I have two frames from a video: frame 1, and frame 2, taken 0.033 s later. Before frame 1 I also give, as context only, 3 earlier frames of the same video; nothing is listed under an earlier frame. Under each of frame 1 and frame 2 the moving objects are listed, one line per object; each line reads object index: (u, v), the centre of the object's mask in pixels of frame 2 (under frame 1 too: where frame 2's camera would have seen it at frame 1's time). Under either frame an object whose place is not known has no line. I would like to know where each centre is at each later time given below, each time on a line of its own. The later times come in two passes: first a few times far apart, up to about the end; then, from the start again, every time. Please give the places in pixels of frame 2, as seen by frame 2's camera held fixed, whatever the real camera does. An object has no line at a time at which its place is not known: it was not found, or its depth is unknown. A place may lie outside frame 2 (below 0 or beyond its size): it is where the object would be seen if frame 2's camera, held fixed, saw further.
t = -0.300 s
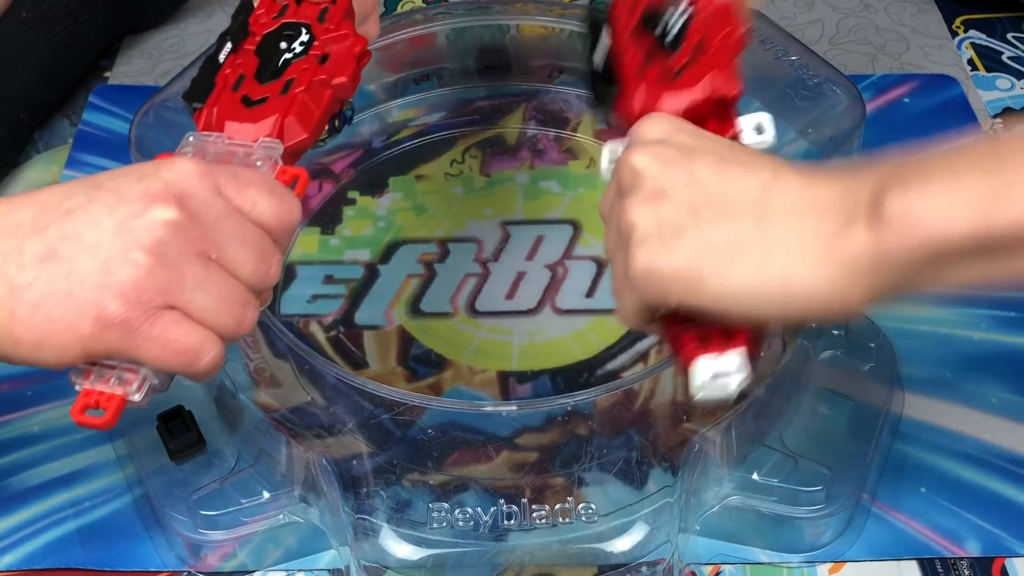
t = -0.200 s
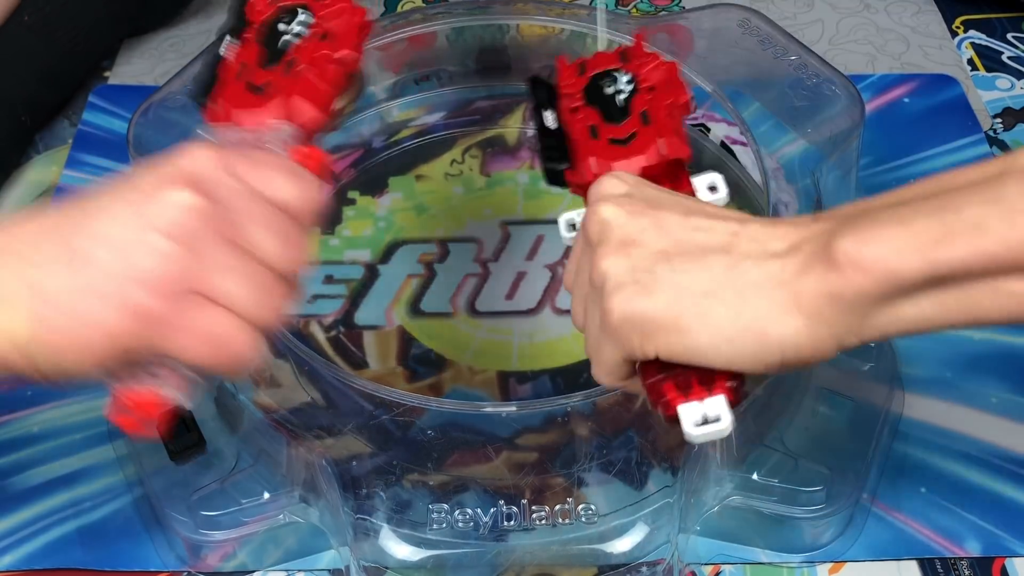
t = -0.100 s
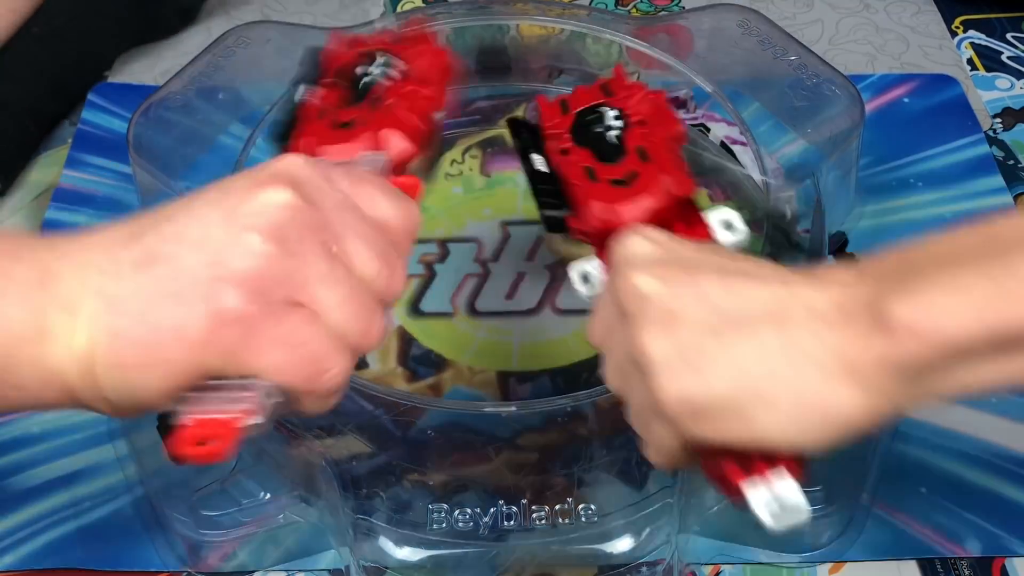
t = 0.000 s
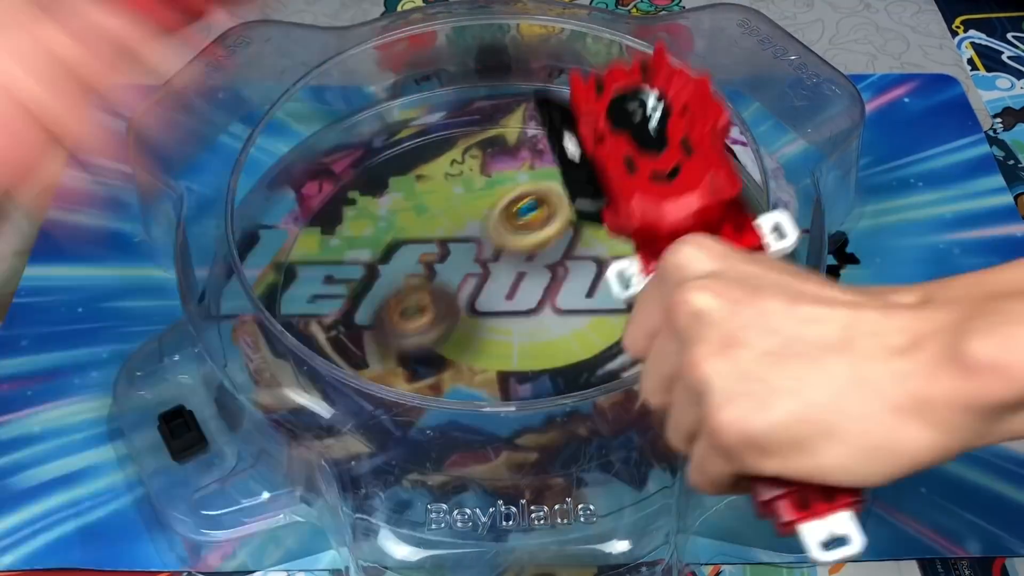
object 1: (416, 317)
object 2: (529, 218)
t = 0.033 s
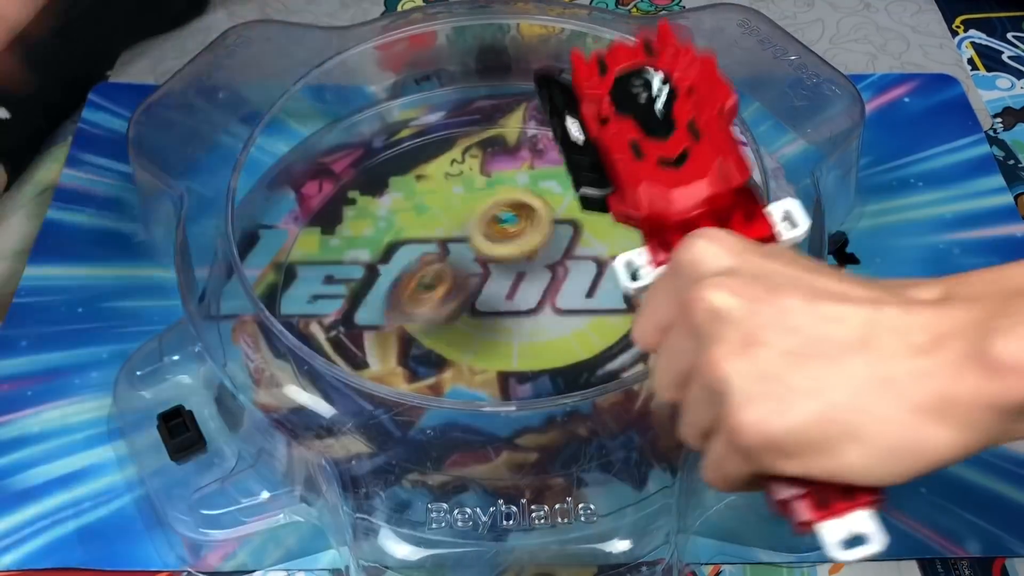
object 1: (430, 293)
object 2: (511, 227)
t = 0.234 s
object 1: (577, 299)
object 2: (411, 200)
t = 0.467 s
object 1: (631, 292)
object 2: (430, 176)
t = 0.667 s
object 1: (561, 275)
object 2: (528, 203)
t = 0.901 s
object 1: (550, 371)
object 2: (514, 110)
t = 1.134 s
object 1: (475, 310)
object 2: (517, 216)
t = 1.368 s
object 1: (356, 319)
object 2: (513, 221)
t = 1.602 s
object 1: (345, 246)
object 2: (465, 237)
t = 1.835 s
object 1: (394, 218)
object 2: (486, 251)
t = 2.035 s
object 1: (468, 221)
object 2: (489, 312)
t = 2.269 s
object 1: (547, 277)
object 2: (427, 349)
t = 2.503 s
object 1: (508, 349)
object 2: (368, 308)
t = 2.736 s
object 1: (425, 330)
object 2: (423, 252)
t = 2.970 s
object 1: (445, 318)
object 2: (580, 230)
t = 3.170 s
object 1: (502, 283)
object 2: (645, 319)
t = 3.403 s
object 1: (557, 282)
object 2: (513, 422)
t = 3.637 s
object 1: (551, 318)
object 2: (379, 296)
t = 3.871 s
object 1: (496, 316)
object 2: (527, 162)
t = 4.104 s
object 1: (486, 280)
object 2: (711, 223)
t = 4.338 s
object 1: (532, 252)
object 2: (575, 393)
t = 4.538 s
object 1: (558, 261)
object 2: (389, 309)
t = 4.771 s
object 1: (541, 288)
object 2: (445, 139)
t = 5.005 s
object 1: (501, 285)
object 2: (637, 153)
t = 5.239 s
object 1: (484, 256)
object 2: (613, 331)
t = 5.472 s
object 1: (500, 244)
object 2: (378, 341)
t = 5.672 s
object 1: (514, 256)
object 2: (329, 204)
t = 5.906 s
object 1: (503, 280)
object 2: (490, 149)
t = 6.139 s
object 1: (475, 290)
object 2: (613, 271)
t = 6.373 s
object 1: (471, 282)
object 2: (503, 397)
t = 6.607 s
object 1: (490, 277)
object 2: (364, 333)
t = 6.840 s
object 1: (505, 288)
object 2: (446, 224)
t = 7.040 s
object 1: (508, 300)
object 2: (584, 231)
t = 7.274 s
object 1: (508, 301)
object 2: (624, 333)
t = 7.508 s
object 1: (512, 291)
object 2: (481, 358)
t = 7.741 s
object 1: (538, 253)
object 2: (428, 265)
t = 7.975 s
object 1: (564, 262)
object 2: (512, 195)
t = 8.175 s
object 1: (567, 332)
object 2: (579, 181)
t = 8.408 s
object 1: (516, 336)
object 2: (584, 239)
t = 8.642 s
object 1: (400, 371)
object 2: (536, 227)
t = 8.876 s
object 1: (339, 319)
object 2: (502, 212)
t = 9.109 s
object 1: (405, 280)
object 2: (486, 225)
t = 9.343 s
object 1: (424, 331)
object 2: (521, 219)
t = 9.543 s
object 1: (461, 349)
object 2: (516, 269)
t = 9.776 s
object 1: (477, 366)
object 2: (525, 246)
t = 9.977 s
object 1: (509, 345)
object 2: (524, 261)
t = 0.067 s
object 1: (449, 273)
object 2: (495, 221)
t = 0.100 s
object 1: (469, 264)
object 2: (476, 218)
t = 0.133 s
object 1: (494, 268)
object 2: (458, 224)
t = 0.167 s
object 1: (525, 277)
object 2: (441, 217)
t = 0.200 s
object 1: (556, 298)
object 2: (424, 209)
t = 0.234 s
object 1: (577, 299)
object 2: (411, 200)
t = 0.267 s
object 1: (598, 290)
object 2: (403, 192)
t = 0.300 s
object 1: (617, 298)
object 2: (398, 186)
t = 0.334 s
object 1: (627, 297)
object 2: (397, 181)
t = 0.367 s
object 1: (633, 293)
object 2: (401, 178)
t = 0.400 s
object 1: (637, 298)
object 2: (407, 176)
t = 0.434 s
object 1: (636, 293)
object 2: (417, 175)
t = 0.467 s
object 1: (631, 292)
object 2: (430, 176)
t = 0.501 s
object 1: (624, 292)
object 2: (445, 178)
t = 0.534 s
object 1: (613, 286)
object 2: (462, 182)
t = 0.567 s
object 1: (602, 285)
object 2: (480, 187)
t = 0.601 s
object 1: (586, 282)
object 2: (497, 192)
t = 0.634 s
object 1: (573, 279)
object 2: (513, 198)
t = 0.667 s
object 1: (561, 275)
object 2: (528, 203)
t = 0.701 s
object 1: (563, 300)
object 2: (527, 185)
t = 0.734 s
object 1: (566, 318)
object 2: (522, 167)
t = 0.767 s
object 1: (568, 342)
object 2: (518, 149)
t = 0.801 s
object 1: (567, 352)
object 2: (514, 134)
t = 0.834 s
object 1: (564, 363)
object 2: (513, 121)
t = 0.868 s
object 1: (557, 368)
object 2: (513, 112)
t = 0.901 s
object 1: (550, 371)
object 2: (514, 110)
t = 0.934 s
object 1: (540, 372)
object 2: (515, 117)
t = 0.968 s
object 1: (529, 370)
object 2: (517, 127)
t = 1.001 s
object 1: (517, 366)
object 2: (518, 141)
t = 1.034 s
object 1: (505, 359)
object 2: (520, 157)
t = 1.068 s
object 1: (492, 345)
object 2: (520, 176)
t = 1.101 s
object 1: (483, 328)
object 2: (520, 194)
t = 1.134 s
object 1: (475, 310)
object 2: (517, 216)
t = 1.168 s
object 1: (463, 293)
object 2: (517, 230)
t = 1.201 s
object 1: (436, 305)
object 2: (522, 225)
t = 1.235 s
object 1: (416, 321)
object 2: (526, 221)
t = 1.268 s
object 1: (394, 320)
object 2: (527, 219)
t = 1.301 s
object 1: (377, 328)
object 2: (525, 218)
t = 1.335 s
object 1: (365, 327)
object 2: (520, 219)
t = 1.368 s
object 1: (356, 319)
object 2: (513, 221)
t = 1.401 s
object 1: (349, 315)
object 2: (504, 225)
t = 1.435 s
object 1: (347, 300)
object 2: (493, 229)
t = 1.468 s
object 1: (349, 291)
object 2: (481, 233)
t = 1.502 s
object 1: (354, 273)
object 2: (467, 238)
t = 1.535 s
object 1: (362, 260)
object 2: (456, 242)
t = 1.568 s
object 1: (354, 248)
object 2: (459, 237)
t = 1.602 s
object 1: (345, 246)
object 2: (465, 237)
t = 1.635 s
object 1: (342, 238)
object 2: (471, 234)
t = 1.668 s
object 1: (343, 231)
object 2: (477, 234)
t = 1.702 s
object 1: (347, 229)
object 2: (482, 236)
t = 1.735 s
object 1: (355, 223)
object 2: (486, 238)
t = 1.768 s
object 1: (364, 222)
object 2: (487, 242)
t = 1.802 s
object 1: (377, 219)
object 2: (487, 246)
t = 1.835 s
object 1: (394, 218)
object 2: (486, 251)
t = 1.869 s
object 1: (409, 217)
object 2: (484, 258)
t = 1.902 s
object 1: (417, 214)
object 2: (488, 269)
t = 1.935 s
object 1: (427, 213)
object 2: (491, 280)
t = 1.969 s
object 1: (439, 214)
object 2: (493, 292)
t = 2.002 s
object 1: (452, 216)
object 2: (492, 302)
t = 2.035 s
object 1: (468, 221)
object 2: (489, 312)
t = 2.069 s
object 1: (481, 225)
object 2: (484, 322)
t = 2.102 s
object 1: (496, 231)
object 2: (478, 331)
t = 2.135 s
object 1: (509, 238)
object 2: (470, 338)
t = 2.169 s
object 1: (520, 246)
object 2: (461, 343)
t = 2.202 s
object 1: (532, 256)
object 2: (451, 347)
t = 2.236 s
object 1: (541, 267)
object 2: (439, 349)
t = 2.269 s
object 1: (547, 277)
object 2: (427, 349)
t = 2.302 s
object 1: (550, 288)
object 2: (415, 348)
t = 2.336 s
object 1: (551, 300)
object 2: (404, 344)
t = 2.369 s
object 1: (548, 311)
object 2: (394, 340)
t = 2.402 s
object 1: (543, 322)
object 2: (385, 333)
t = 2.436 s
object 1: (534, 333)
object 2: (378, 326)
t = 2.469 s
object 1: (522, 342)
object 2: (372, 317)
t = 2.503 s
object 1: (508, 349)
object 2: (368, 308)
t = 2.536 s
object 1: (494, 354)
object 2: (366, 297)
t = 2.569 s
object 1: (480, 355)
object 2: (367, 288)
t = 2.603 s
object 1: (466, 355)
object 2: (372, 277)
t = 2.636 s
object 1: (453, 352)
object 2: (380, 268)
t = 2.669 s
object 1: (441, 347)
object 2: (391, 261)
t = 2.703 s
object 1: (432, 340)
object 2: (405, 255)
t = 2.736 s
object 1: (425, 330)
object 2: (423, 252)
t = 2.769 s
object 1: (422, 327)
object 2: (443, 247)
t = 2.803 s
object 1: (421, 328)
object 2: (464, 237)
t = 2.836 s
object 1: (422, 328)
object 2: (486, 229)
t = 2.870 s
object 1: (425, 328)
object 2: (509, 224)
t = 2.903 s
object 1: (430, 325)
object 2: (534, 223)
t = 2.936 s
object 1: (436, 323)
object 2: (557, 225)
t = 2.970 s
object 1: (445, 318)
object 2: (580, 230)
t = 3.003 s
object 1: (454, 312)
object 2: (599, 238)
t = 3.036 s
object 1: (464, 305)
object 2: (616, 249)
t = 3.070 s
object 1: (475, 299)
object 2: (631, 265)
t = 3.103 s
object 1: (484, 293)
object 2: (640, 280)
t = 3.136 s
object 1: (494, 288)
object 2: (644, 299)
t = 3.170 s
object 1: (502, 283)
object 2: (645, 319)
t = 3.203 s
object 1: (514, 278)
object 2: (636, 337)
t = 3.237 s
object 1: (522, 275)
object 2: (629, 359)
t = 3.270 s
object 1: (529, 273)
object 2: (613, 378)
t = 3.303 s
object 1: (537, 274)
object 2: (595, 399)
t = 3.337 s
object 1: (544, 276)
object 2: (572, 409)
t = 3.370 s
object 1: (551, 278)
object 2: (543, 417)
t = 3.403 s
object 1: (557, 282)
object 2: (513, 422)
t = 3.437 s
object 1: (561, 287)
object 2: (480, 417)
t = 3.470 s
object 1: (564, 293)
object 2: (451, 408)
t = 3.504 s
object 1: (564, 299)
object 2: (424, 391)
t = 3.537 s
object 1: (564, 305)
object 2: (406, 363)
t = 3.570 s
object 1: (561, 310)
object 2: (388, 347)
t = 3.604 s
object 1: (557, 315)
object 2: (379, 322)
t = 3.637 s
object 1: (551, 318)
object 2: (379, 296)
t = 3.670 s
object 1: (544, 321)
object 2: (386, 270)
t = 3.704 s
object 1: (536, 323)
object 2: (399, 245)
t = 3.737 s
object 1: (527, 324)
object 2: (418, 223)
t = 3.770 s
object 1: (519, 323)
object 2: (440, 204)
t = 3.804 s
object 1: (510, 322)
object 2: (466, 185)
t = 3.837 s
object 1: (502, 320)
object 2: (497, 173)
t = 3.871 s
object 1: (496, 316)
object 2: (527, 162)
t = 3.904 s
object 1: (490, 312)
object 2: (560, 157)
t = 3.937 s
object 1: (485, 307)
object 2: (593, 154)
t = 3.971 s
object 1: (482, 302)
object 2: (625, 158)
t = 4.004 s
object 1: (481, 296)
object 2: (656, 165)
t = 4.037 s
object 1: (481, 291)
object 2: (682, 177)
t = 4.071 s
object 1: (483, 285)
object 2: (703, 196)
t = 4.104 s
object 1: (486, 280)
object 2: (711, 223)
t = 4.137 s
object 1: (491, 273)
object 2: (709, 257)
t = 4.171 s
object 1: (497, 268)
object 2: (700, 286)
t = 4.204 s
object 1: (503, 263)
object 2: (692, 315)
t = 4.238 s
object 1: (510, 260)
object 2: (672, 341)
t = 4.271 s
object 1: (518, 256)
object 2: (648, 366)
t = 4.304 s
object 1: (525, 254)
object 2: (615, 380)
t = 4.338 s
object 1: (532, 252)
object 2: (575, 393)
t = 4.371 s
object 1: (539, 251)
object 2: (537, 396)
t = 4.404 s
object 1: (544, 251)
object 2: (498, 389)
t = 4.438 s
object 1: (550, 252)
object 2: (465, 371)
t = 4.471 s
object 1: (553, 254)
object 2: (433, 358)
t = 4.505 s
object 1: (556, 257)
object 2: (408, 336)
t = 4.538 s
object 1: (558, 261)
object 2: (389, 309)
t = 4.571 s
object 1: (559, 265)
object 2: (380, 284)
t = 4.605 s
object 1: (558, 269)
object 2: (375, 255)
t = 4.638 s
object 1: (557, 273)
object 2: (379, 227)
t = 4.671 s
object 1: (554, 278)
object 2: (388, 200)
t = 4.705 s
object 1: (550, 282)
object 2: (403, 177)
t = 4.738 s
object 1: (545, 286)
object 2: (422, 156)
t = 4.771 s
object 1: (541, 288)
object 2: (445, 139)
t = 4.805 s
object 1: (535, 291)
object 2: (473, 124)
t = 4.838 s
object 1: (529, 291)
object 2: (499, 116)
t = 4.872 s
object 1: (524, 292)
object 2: (528, 111)
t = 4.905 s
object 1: (518, 292)
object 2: (559, 112)
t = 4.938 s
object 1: (512, 290)
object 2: (587, 121)
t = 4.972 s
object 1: (506, 288)
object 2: (613, 135)
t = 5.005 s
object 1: (501, 285)
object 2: (637, 153)
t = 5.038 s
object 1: (496, 282)
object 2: (654, 174)
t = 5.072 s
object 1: (492, 278)
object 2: (664, 197)
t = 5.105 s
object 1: (488, 274)
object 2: (669, 225)
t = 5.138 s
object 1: (486, 268)
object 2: (667, 253)
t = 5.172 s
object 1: (484, 264)
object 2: (657, 281)
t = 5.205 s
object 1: (484, 260)
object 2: (638, 306)
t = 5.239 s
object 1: (484, 256)
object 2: (613, 331)
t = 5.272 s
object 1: (484, 252)
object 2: (583, 349)
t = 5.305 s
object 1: (486, 249)
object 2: (549, 361)
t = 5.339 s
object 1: (488, 247)
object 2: (511, 368)
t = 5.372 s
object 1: (491, 245)
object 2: (476, 369)
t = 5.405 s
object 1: (494, 244)
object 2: (441, 366)
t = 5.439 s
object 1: (497, 244)
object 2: (409, 356)
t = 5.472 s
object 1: (500, 244)
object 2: (378, 341)
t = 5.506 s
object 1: (503, 245)
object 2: (353, 322)
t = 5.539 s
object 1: (506, 246)
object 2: (335, 299)
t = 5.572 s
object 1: (509, 248)
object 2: (323, 275)
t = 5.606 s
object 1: (511, 251)
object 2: (318, 250)
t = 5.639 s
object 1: (513, 253)
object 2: (320, 227)
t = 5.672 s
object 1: (514, 256)
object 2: (329, 204)
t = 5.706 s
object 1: (515, 260)
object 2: (342, 184)
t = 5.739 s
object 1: (515, 263)
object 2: (360, 168)
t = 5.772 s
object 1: (514, 267)
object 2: (382, 156)
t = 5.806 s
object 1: (512, 270)
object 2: (406, 148)
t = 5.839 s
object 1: (510, 274)
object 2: (433, 143)
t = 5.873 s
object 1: (507, 277)
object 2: (461, 144)
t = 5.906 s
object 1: (503, 280)
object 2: (490, 149)
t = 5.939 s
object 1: (500, 283)
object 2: (515, 157)
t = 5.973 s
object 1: (496, 285)
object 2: (541, 168)
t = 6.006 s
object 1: (491, 287)
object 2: (563, 183)
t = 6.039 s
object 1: (487, 288)
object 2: (582, 202)
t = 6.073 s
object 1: (483, 289)
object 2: (597, 223)
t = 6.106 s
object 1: (479, 290)
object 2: (608, 247)
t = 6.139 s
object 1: (475, 290)
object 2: (613, 271)
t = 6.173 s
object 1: (473, 289)
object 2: (614, 295)
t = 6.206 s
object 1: (471, 289)
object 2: (607, 319)
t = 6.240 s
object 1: (469, 288)
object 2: (594, 342)
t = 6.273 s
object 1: (469, 287)
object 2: (576, 358)
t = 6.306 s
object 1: (469, 286)
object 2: (555, 377)
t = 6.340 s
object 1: (470, 284)
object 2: (530, 389)
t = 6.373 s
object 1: (471, 282)
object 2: (503, 397)
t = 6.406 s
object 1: (473, 281)
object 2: (475, 400)
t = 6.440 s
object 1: (475, 279)
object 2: (448, 397)
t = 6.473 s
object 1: (478, 278)
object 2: (423, 390)
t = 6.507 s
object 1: (481, 277)
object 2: (403, 378)
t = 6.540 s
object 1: (484, 276)
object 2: (388, 358)
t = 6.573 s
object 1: (487, 276)
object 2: (374, 346)
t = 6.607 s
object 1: (490, 277)
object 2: (364, 333)
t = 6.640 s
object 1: (493, 277)
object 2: (362, 312)
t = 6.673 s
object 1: (495, 279)
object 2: (366, 294)
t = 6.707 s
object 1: (498, 280)
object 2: (375, 276)
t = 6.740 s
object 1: (500, 282)
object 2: (388, 260)
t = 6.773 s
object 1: (501, 284)
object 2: (405, 245)
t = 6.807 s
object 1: (503, 286)
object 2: (425, 232)
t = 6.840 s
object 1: (505, 288)
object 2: (446, 224)
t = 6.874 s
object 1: (505, 290)
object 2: (469, 218)
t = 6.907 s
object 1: (506, 293)
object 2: (494, 214)
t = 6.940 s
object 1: (507, 295)
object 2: (518, 214)
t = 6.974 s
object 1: (508, 297)
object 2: (542, 217)
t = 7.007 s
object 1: (508, 298)
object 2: (565, 222)
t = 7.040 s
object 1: (508, 300)
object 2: (584, 231)
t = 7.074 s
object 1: (508, 301)
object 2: (603, 241)
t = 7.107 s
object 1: (509, 302)
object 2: (617, 254)
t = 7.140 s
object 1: (508, 303)
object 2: (629, 269)
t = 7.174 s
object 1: (508, 303)
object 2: (635, 284)
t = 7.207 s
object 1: (508, 303)
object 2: (636, 300)
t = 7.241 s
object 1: (508, 302)
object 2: (633, 316)
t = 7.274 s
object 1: (508, 301)
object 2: (624, 333)
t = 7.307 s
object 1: (508, 300)
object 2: (610, 346)
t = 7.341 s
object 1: (508, 299)
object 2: (590, 355)
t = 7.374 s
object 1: (508, 298)
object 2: (568, 362)
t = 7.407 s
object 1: (508, 297)
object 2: (547, 366)
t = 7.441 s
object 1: (509, 295)
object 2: (524, 367)
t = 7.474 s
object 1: (510, 293)
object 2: (501, 364)
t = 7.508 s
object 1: (512, 291)
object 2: (481, 358)
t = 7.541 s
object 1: (515, 285)
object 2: (462, 351)
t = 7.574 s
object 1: (520, 278)
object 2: (445, 342)
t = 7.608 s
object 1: (523, 271)
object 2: (433, 328)
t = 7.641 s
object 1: (527, 265)
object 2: (425, 313)
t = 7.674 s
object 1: (530, 260)
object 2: (422, 297)
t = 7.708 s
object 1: (535, 256)
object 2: (423, 280)
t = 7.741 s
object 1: (538, 253)
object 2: (428, 265)
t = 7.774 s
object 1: (542, 251)
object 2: (435, 250)
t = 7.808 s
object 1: (544, 250)
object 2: (447, 236)
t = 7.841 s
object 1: (545, 250)
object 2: (461, 224)
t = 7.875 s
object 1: (549, 252)
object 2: (472, 214)
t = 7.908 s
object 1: (556, 255)
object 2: (483, 205)
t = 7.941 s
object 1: (561, 258)
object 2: (497, 198)
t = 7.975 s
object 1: (564, 262)
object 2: (512, 195)
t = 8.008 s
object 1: (566, 266)
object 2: (529, 195)
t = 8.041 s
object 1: (566, 270)
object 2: (545, 197)
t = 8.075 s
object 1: (568, 281)
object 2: (558, 197)
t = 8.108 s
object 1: (569, 301)
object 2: (566, 189)
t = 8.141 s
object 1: (569, 317)
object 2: (573, 183)
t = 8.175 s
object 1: (567, 332)
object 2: (579, 181)
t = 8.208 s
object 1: (561, 339)
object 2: (585, 183)
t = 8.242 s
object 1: (555, 345)
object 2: (590, 189)
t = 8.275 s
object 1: (546, 345)
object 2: (593, 196)
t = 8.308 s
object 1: (538, 344)
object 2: (595, 206)
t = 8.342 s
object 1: (530, 342)
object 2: (594, 217)
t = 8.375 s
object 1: (522, 339)
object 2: (590, 227)
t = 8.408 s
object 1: (516, 336)
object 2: (584, 239)
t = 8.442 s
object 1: (509, 332)
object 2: (574, 250)
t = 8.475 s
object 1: (503, 327)
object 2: (563, 261)
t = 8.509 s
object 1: (486, 340)
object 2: (556, 258)
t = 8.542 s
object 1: (461, 356)
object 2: (553, 247)
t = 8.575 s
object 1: (441, 364)
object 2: (547, 237)
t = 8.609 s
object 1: (422, 365)
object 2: (541, 231)
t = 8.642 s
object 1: (400, 371)
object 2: (536, 227)
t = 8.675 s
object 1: (381, 366)
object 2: (529, 223)
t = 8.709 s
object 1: (363, 360)
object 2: (523, 219)
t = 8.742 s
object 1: (351, 352)
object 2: (518, 217)
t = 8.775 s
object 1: (344, 342)
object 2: (513, 215)
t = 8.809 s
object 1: (342, 331)
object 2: (509, 213)
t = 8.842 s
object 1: (339, 325)
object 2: (505, 212)
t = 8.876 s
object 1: (339, 319)
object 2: (502, 212)
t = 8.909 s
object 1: (344, 312)
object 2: (499, 212)
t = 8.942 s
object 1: (350, 305)
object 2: (496, 213)
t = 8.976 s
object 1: (359, 299)
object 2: (494, 214)
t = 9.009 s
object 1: (370, 293)
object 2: (492, 216)
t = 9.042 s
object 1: (381, 288)
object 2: (490, 218)
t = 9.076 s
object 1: (393, 284)
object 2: (488, 221)
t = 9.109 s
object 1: (405, 280)
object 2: (486, 225)
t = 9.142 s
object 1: (415, 279)
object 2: (484, 227)
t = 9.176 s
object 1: (413, 295)
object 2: (493, 218)
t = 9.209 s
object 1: (412, 306)
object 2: (502, 211)
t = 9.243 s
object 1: (413, 315)
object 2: (508, 208)
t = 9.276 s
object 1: (415, 322)
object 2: (514, 209)
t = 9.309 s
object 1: (419, 327)
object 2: (518, 212)
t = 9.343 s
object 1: (424, 331)
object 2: (521, 219)
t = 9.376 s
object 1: (430, 334)
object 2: (523, 228)
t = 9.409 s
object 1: (436, 335)
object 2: (524, 237)
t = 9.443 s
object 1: (443, 336)
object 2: (523, 249)
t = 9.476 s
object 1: (452, 335)
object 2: (520, 259)
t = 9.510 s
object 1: (460, 334)
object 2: (516, 270)
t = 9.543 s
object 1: (461, 349)
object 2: (516, 269)
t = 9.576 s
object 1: (460, 354)
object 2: (518, 261)
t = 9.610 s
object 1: (461, 363)
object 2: (519, 255)
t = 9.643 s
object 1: (462, 367)
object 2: (520, 251)
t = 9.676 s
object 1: (465, 367)
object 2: (521, 248)
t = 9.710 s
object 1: (469, 368)
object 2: (522, 246)
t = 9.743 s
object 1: (473, 367)
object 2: (524, 245)
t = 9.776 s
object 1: (477, 366)
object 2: (525, 246)
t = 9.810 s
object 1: (483, 364)
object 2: (526, 247)
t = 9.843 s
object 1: (488, 361)
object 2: (526, 249)
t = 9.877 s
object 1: (493, 357)
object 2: (526, 252)
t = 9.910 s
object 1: (499, 353)
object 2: (526, 255)
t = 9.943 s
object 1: (504, 349)
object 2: (525, 257)
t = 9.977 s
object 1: (509, 345)
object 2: (524, 261)
